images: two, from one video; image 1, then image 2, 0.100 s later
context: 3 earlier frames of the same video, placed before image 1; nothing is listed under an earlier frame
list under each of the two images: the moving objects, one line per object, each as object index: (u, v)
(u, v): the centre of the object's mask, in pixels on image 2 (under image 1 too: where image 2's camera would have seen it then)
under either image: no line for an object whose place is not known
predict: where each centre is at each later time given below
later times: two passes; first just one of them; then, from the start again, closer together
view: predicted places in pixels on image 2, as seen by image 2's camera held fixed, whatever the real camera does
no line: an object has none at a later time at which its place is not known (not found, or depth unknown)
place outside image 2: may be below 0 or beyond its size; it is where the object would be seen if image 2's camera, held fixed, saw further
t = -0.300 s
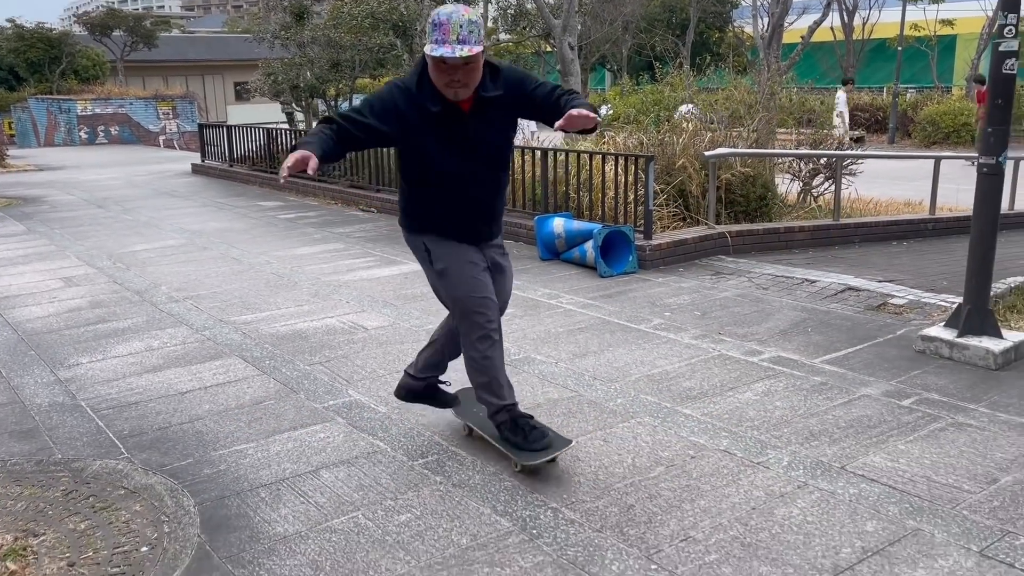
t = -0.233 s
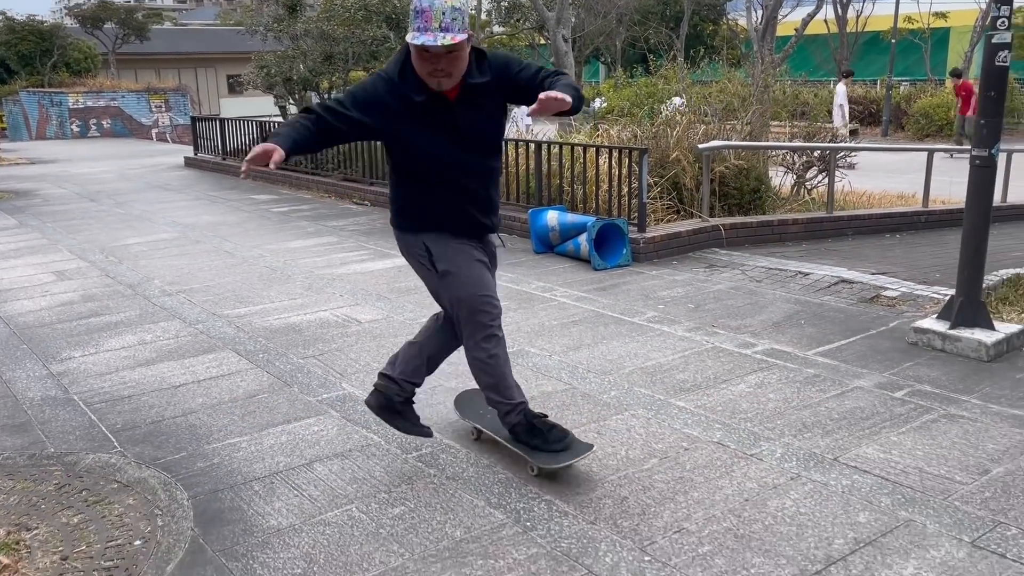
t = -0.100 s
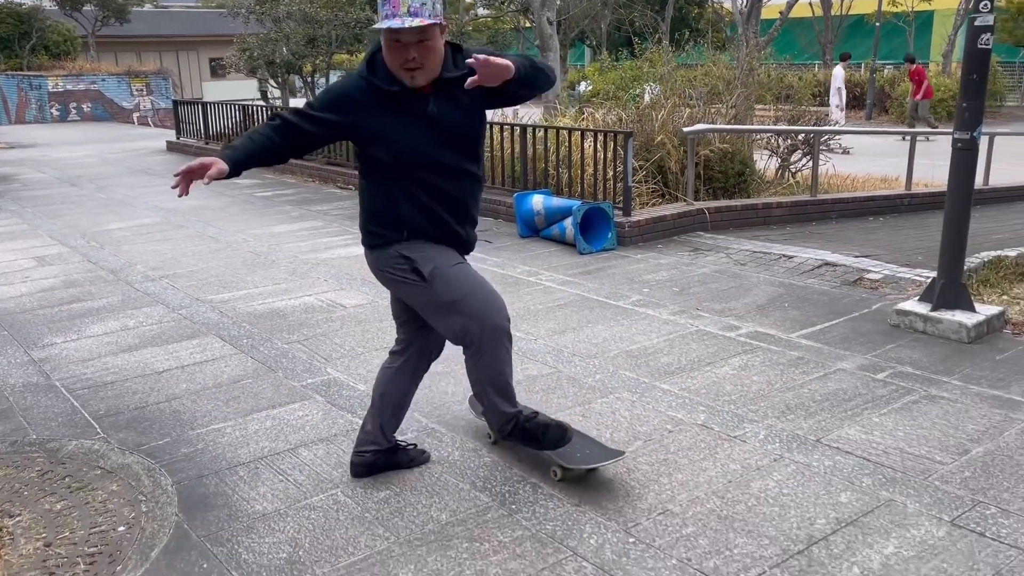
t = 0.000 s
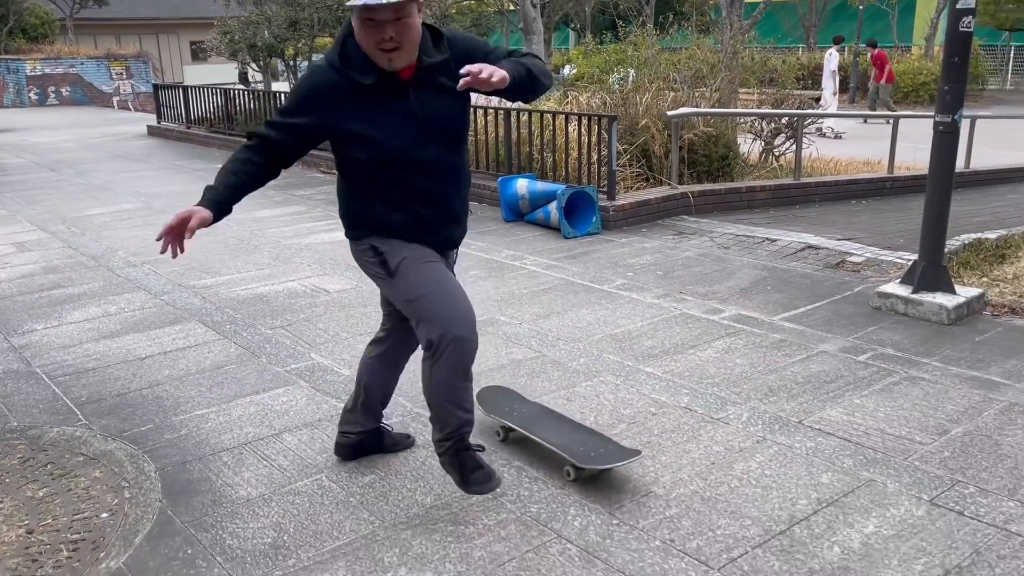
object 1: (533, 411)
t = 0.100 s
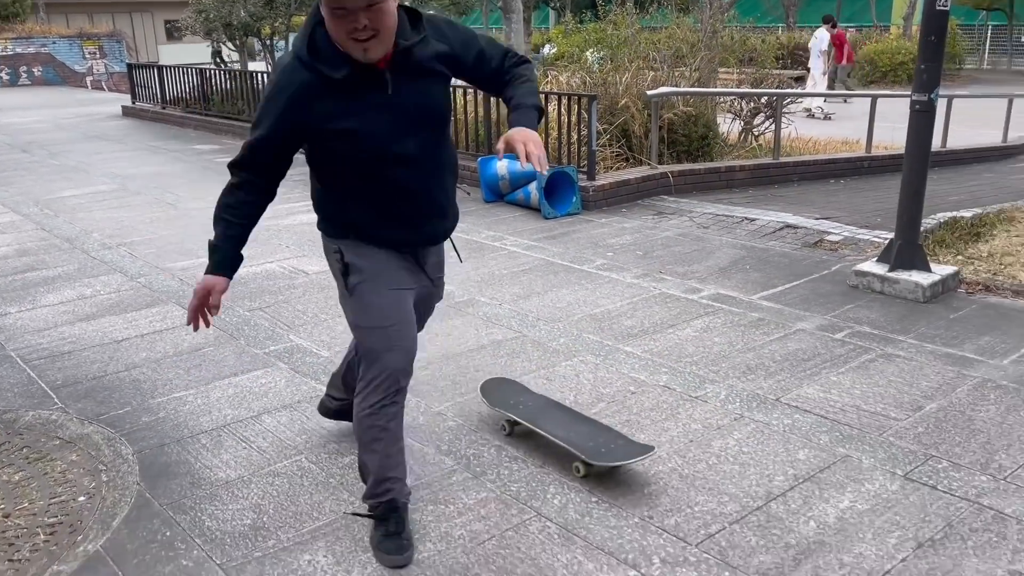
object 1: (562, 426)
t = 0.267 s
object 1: (613, 453)
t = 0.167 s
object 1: (582, 437)
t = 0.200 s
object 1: (592, 442)
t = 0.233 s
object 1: (603, 448)
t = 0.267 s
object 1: (613, 453)
